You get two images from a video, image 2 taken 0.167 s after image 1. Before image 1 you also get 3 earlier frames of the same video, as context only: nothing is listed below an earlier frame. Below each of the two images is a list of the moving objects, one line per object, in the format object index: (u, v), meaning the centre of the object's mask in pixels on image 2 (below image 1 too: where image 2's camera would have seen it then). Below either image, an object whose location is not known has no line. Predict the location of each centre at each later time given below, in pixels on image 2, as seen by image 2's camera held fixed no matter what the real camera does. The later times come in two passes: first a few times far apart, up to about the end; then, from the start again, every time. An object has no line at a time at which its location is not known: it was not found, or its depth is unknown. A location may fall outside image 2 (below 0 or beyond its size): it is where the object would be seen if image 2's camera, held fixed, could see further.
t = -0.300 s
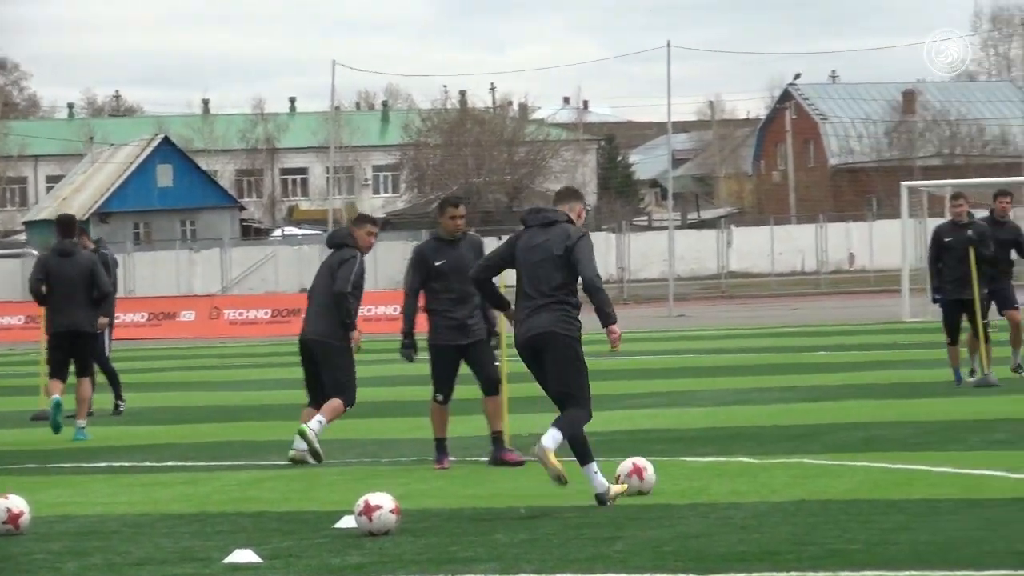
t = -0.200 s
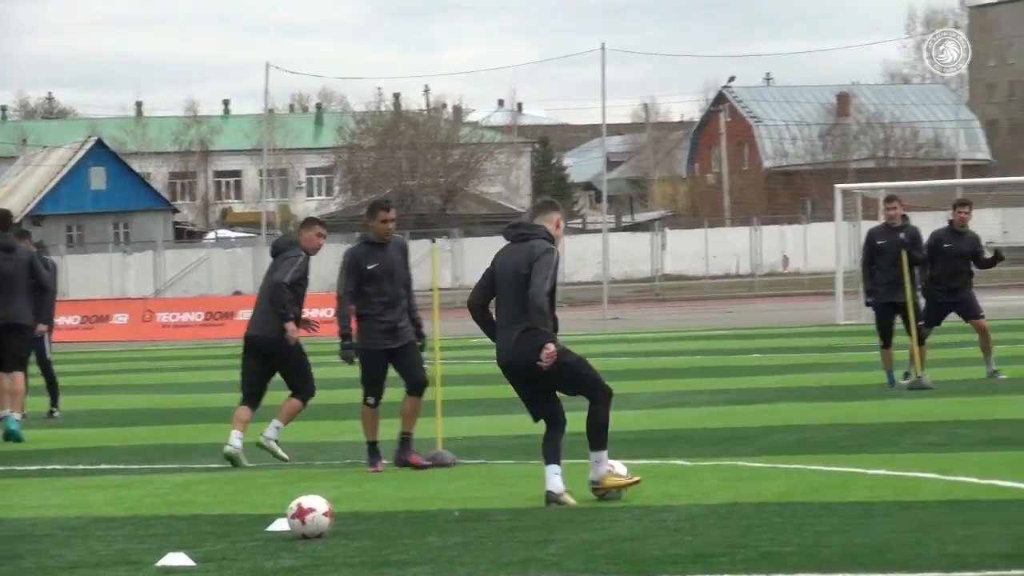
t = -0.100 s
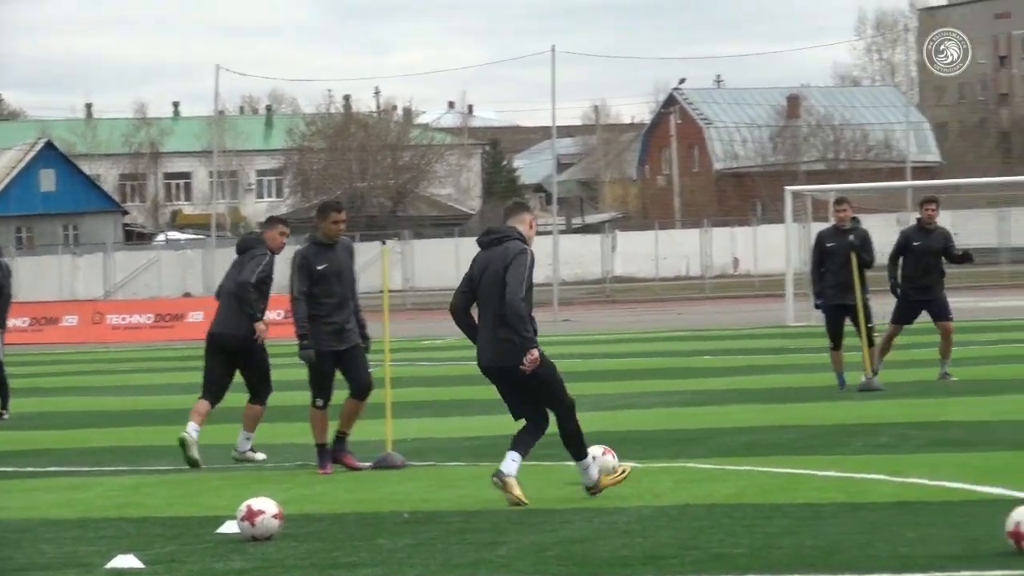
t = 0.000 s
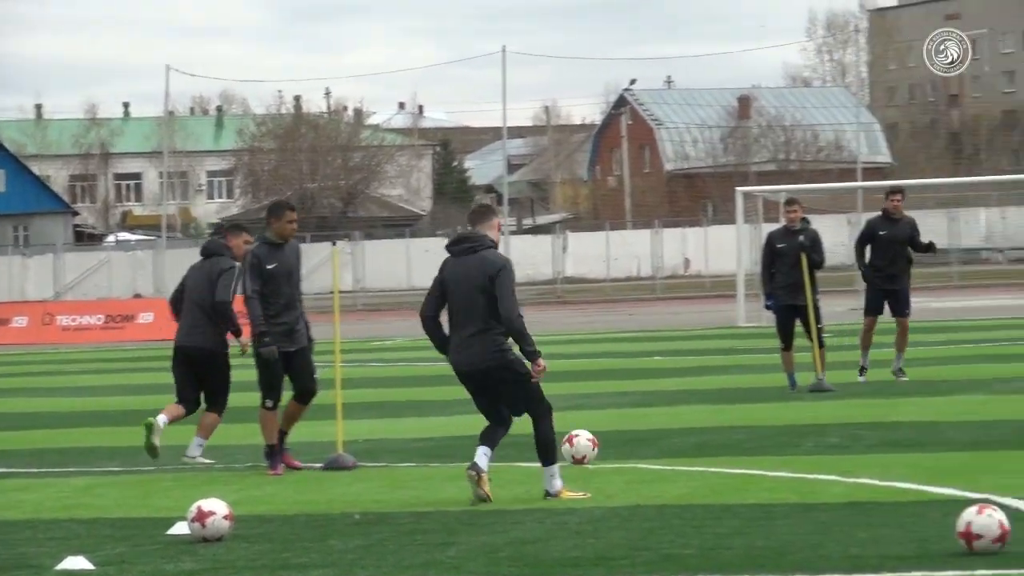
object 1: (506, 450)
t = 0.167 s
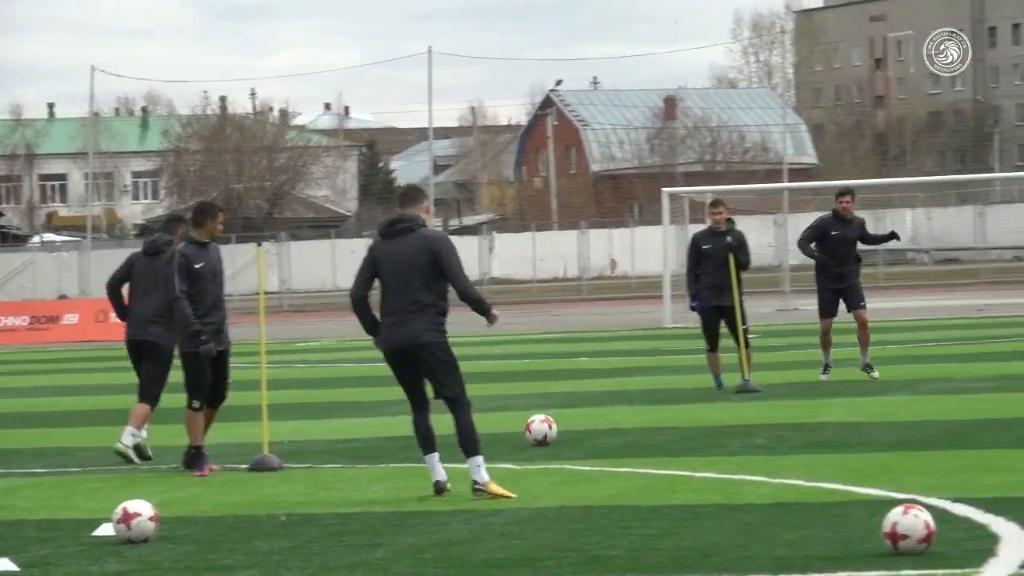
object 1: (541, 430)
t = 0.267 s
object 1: (555, 420)
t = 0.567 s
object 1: (582, 399)
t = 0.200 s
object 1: (547, 426)
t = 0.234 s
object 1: (550, 424)
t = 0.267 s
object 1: (555, 420)
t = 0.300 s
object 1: (558, 418)
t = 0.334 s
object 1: (562, 414)
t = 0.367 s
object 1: (567, 412)
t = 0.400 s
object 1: (569, 411)
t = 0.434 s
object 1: (572, 407)
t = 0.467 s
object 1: (575, 405)
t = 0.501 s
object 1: (577, 404)
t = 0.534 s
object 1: (580, 402)
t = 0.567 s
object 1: (582, 399)
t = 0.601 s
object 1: (584, 398)
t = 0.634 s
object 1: (586, 395)
